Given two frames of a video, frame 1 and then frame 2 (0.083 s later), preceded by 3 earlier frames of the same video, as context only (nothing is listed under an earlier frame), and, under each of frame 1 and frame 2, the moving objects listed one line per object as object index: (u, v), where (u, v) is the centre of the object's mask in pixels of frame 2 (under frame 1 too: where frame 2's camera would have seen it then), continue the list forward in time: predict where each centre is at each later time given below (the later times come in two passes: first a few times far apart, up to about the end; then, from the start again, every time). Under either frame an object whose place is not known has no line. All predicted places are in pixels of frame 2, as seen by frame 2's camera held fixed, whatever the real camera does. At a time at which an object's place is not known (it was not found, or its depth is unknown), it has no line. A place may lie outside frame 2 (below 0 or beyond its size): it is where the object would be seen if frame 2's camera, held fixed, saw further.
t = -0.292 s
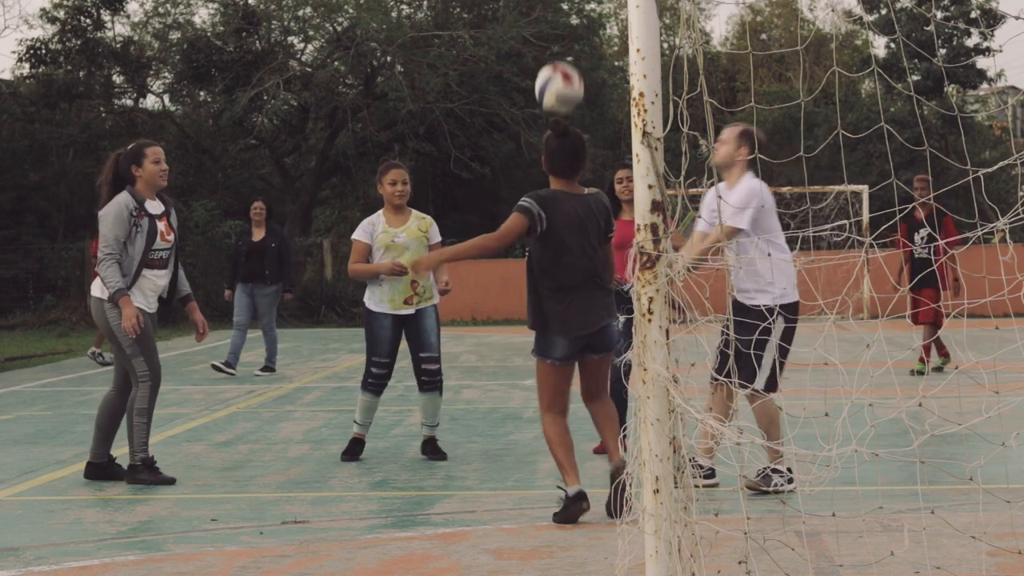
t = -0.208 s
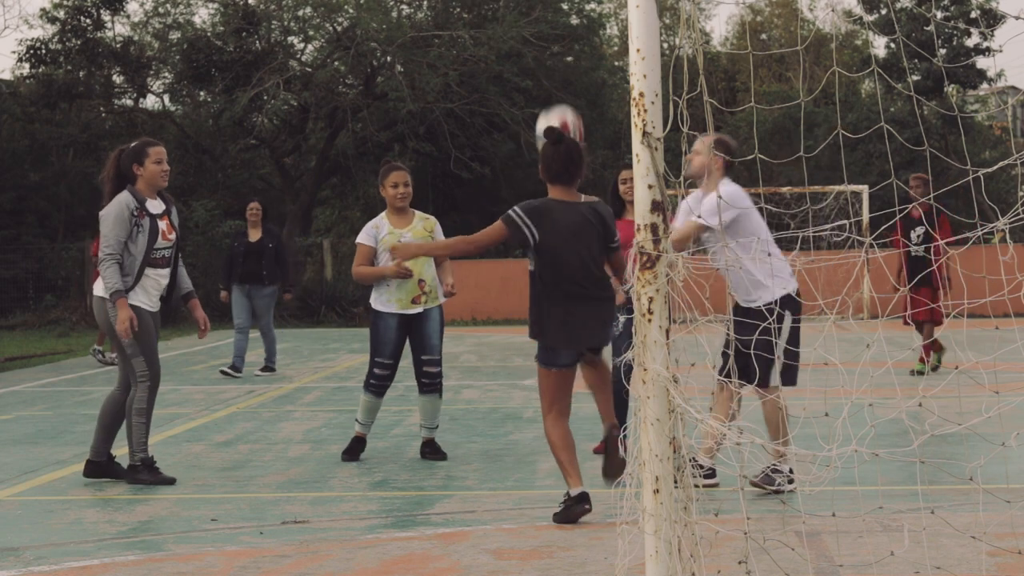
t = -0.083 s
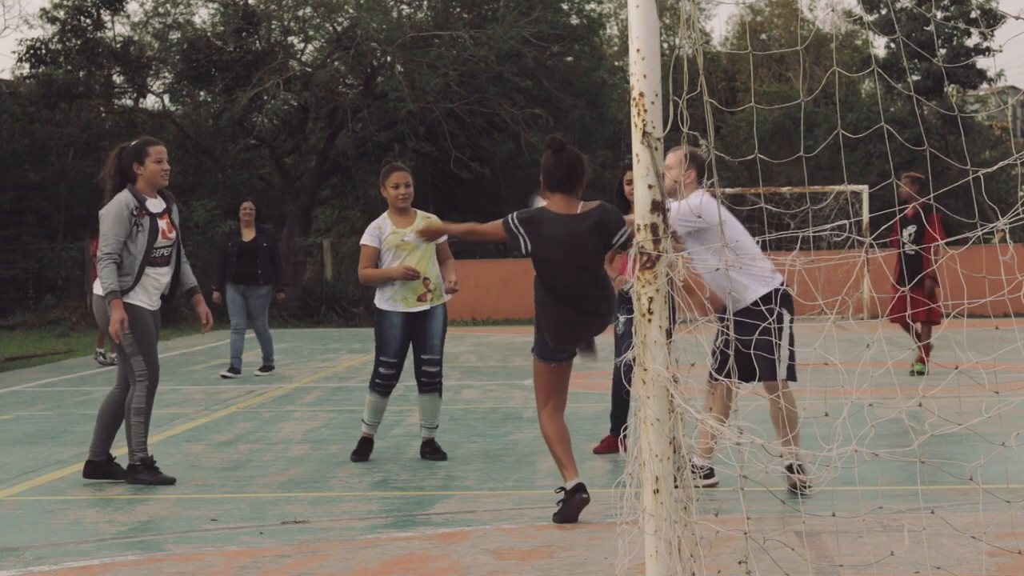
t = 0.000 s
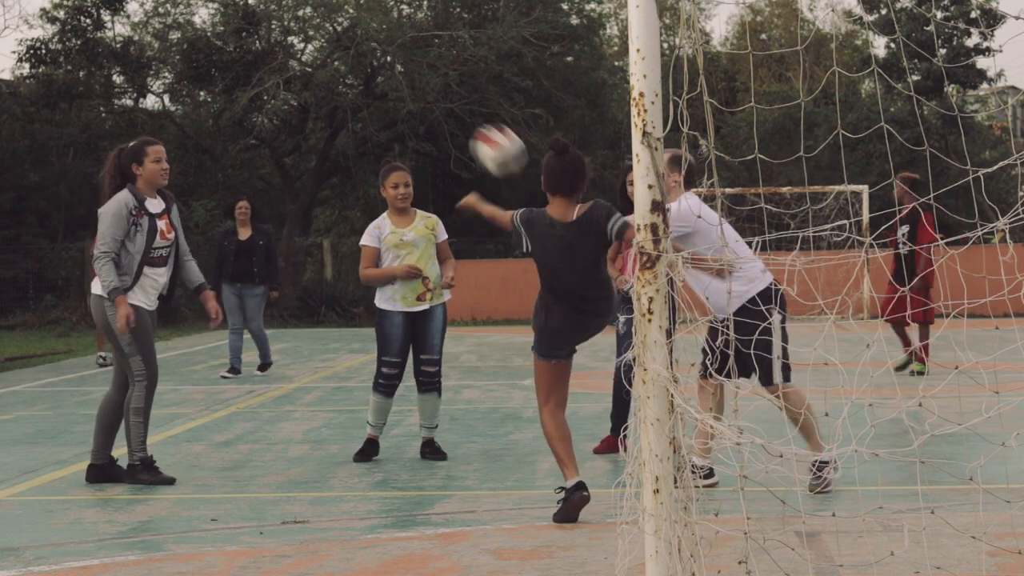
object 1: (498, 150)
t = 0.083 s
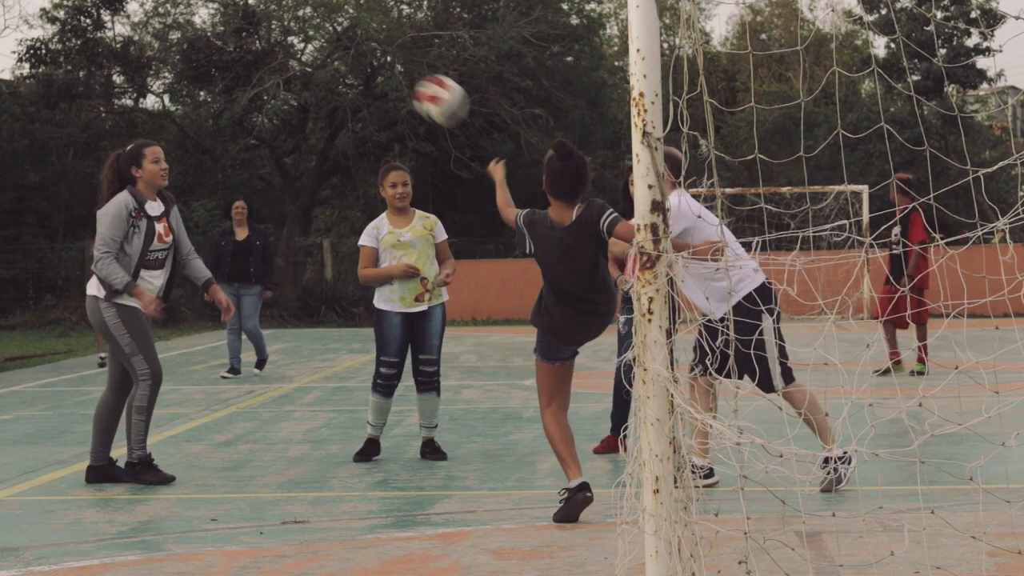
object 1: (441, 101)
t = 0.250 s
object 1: (331, 46)
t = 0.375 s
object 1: (251, 45)
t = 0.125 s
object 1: (413, 81)
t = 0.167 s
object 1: (385, 66)
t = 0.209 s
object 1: (358, 54)
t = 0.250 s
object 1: (331, 46)
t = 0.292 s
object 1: (304, 42)
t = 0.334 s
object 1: (277, 41)
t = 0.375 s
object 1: (251, 45)
